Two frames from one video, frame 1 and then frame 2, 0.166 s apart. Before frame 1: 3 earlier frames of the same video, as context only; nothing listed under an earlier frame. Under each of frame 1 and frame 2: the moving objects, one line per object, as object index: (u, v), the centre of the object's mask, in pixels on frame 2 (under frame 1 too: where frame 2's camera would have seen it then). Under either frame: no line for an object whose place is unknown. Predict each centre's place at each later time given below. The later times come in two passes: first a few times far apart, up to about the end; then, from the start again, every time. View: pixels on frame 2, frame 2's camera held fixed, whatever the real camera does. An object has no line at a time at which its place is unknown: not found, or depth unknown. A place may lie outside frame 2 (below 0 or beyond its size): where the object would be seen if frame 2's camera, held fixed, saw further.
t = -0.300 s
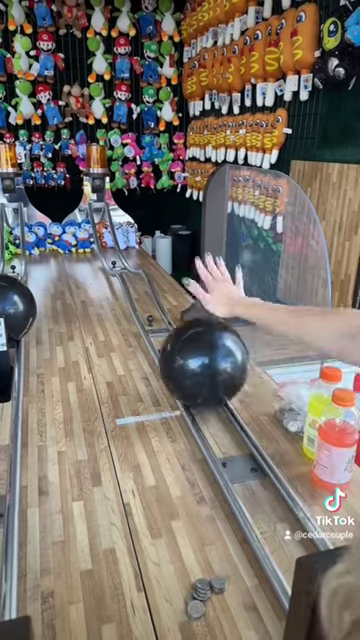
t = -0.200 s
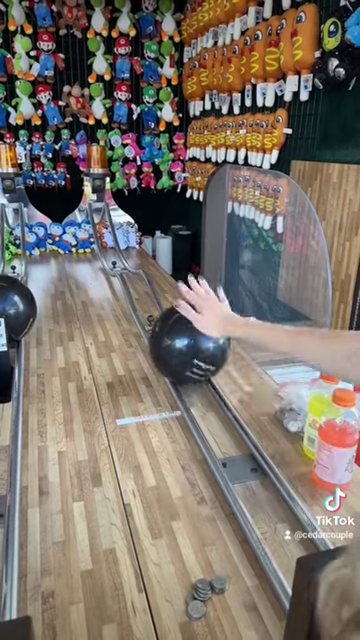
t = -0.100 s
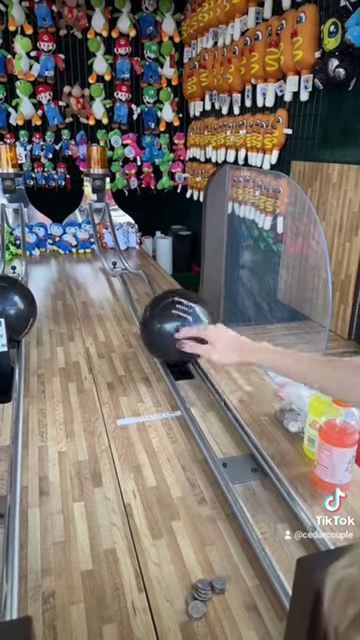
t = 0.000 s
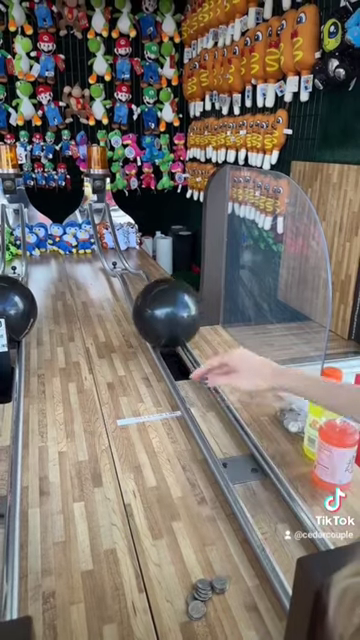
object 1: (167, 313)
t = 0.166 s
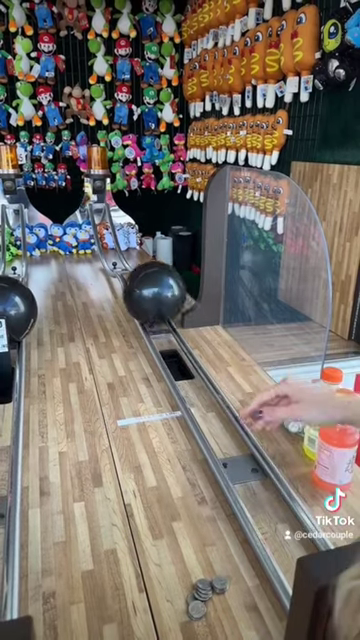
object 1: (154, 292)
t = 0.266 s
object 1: (147, 281)
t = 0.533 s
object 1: (136, 256)
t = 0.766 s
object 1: (132, 249)
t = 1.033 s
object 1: (127, 248)
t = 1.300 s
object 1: (119, 248)
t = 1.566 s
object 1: (110, 235)
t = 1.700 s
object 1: (108, 227)
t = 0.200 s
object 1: (151, 289)
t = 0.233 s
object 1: (149, 285)
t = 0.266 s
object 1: (147, 281)
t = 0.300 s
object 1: (145, 276)
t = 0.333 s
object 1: (143, 272)
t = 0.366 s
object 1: (142, 269)
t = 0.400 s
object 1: (141, 266)
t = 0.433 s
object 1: (139, 263)
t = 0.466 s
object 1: (138, 260)
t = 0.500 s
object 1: (137, 258)
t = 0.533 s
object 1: (136, 256)
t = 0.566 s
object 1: (136, 255)
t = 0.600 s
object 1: (135, 254)
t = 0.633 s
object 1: (135, 252)
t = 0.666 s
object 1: (134, 251)
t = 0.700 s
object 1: (133, 251)
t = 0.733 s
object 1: (133, 250)
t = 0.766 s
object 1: (132, 249)
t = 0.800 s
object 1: (132, 249)
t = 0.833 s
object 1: (131, 248)
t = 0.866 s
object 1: (130, 248)
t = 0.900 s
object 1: (130, 248)
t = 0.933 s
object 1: (129, 247)
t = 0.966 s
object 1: (128, 247)
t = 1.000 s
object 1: (128, 248)
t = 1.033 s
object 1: (127, 248)
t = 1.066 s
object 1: (126, 248)
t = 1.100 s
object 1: (126, 248)
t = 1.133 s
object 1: (125, 249)
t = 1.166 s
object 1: (123, 249)
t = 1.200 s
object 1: (122, 249)
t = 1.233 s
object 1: (121, 248)
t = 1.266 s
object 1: (120, 248)
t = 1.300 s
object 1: (119, 248)
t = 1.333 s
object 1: (118, 247)
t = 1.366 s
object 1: (116, 246)
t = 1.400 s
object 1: (115, 244)
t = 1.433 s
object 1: (114, 243)
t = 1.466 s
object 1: (113, 241)
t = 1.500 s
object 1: (112, 239)
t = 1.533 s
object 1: (111, 237)
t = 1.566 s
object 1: (110, 235)
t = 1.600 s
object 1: (110, 233)
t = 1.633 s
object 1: (109, 231)
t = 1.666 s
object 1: (109, 229)
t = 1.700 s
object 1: (108, 227)
